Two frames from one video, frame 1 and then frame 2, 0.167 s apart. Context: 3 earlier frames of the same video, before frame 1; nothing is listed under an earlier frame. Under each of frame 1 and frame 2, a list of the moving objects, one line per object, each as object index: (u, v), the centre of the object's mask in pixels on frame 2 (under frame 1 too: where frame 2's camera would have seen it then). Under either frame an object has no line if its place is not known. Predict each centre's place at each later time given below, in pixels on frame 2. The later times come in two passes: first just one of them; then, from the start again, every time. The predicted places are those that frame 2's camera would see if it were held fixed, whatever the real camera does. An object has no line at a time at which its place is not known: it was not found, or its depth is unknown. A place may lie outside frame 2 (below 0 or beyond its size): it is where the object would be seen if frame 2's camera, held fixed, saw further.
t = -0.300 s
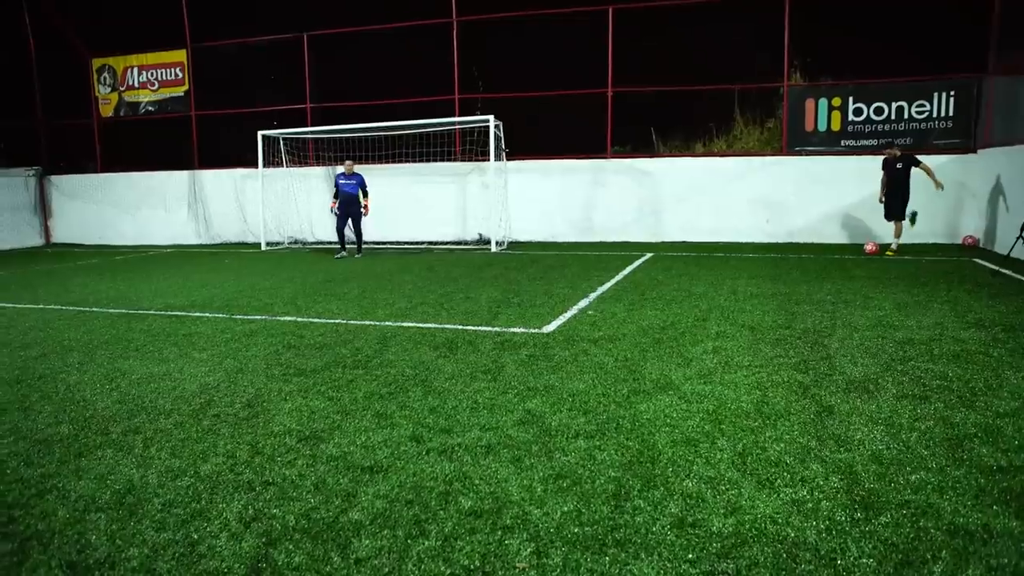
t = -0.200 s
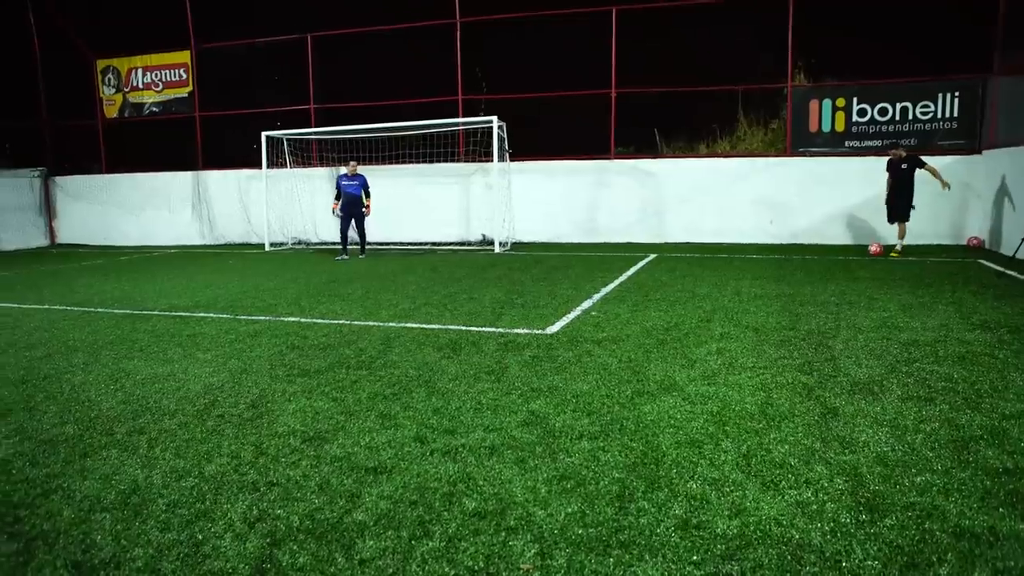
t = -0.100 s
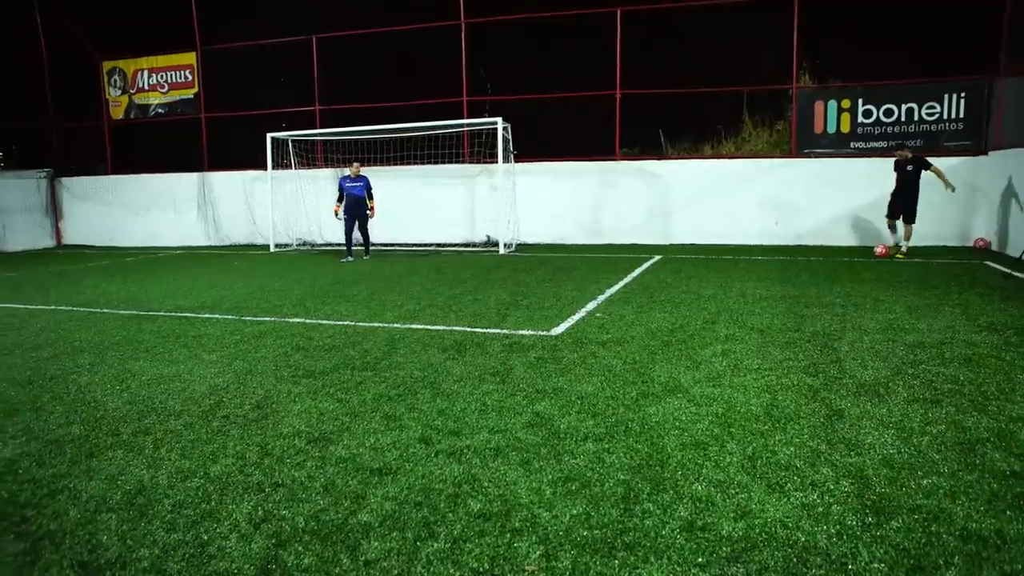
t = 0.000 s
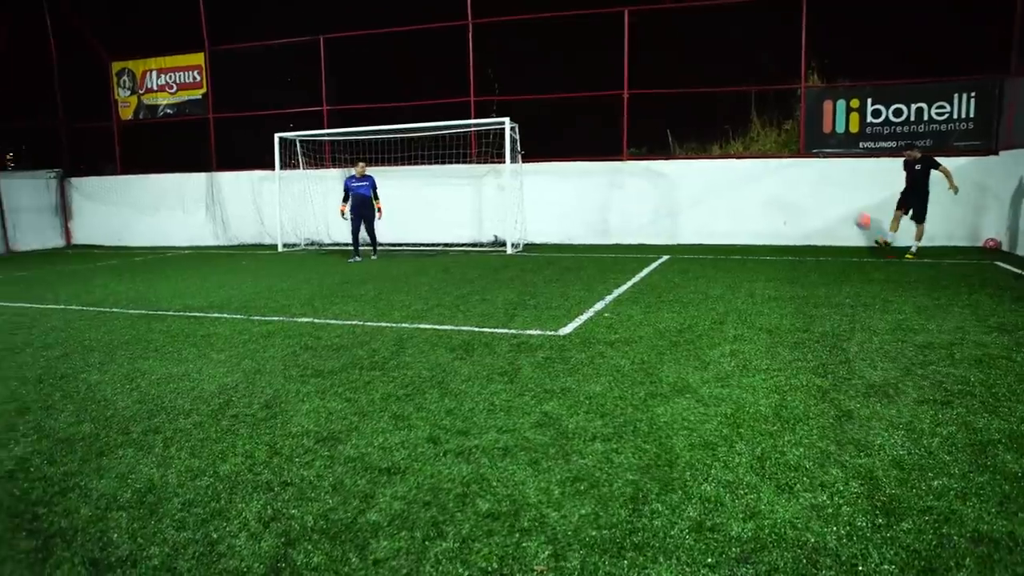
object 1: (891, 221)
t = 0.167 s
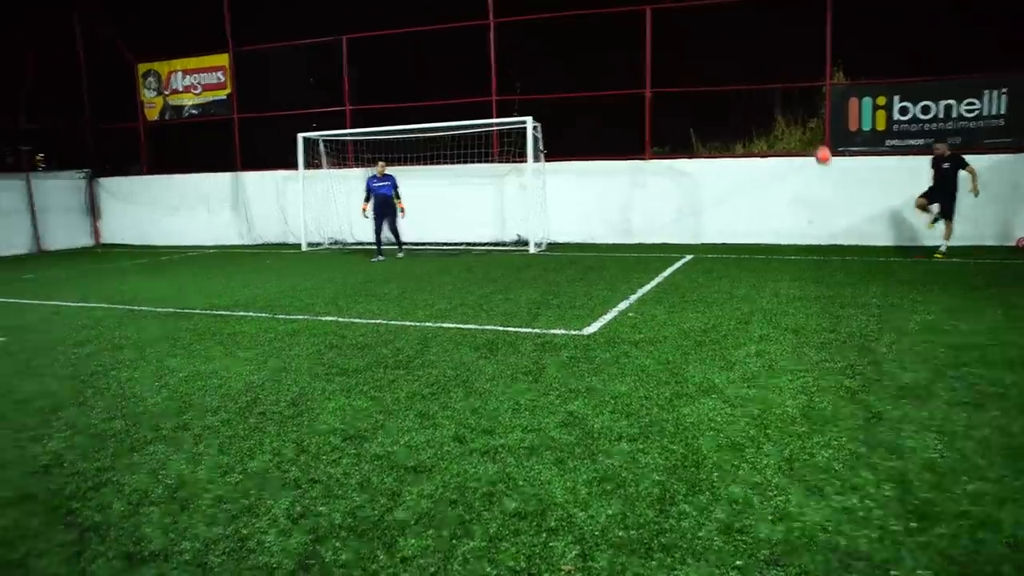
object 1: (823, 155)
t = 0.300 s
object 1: (754, 107)
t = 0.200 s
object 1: (807, 144)
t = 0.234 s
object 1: (791, 130)
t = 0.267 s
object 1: (773, 118)
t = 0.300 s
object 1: (754, 107)
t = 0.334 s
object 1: (735, 96)
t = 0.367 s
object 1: (716, 85)
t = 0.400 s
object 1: (695, 75)
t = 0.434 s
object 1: (673, 64)
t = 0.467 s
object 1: (650, 54)
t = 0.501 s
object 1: (626, 45)
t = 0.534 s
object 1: (601, 37)
